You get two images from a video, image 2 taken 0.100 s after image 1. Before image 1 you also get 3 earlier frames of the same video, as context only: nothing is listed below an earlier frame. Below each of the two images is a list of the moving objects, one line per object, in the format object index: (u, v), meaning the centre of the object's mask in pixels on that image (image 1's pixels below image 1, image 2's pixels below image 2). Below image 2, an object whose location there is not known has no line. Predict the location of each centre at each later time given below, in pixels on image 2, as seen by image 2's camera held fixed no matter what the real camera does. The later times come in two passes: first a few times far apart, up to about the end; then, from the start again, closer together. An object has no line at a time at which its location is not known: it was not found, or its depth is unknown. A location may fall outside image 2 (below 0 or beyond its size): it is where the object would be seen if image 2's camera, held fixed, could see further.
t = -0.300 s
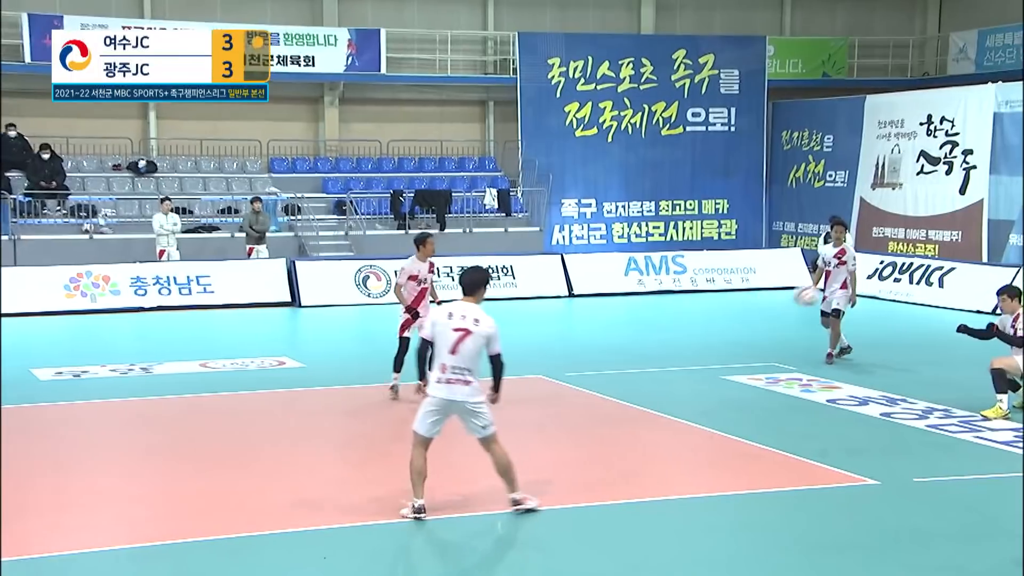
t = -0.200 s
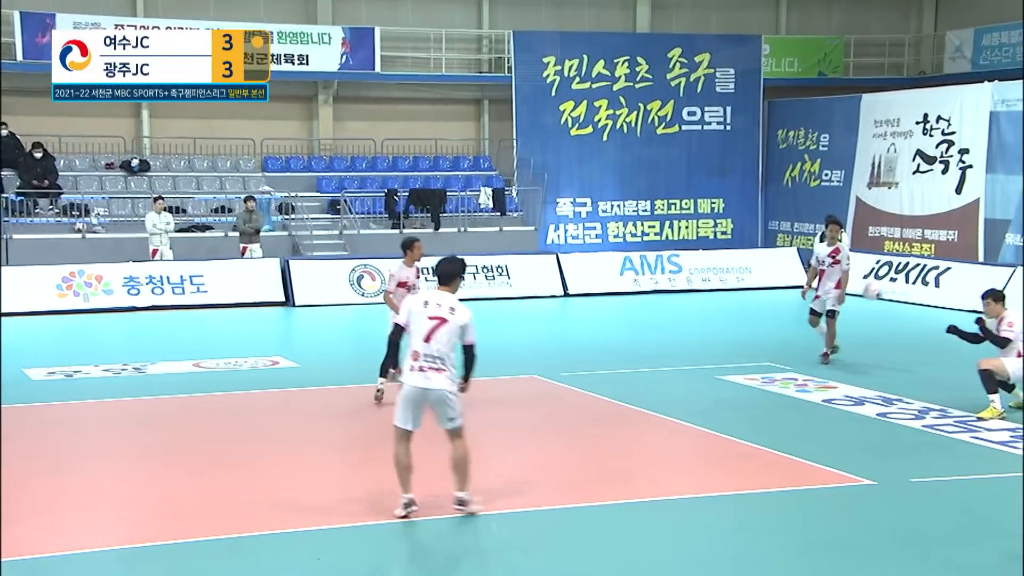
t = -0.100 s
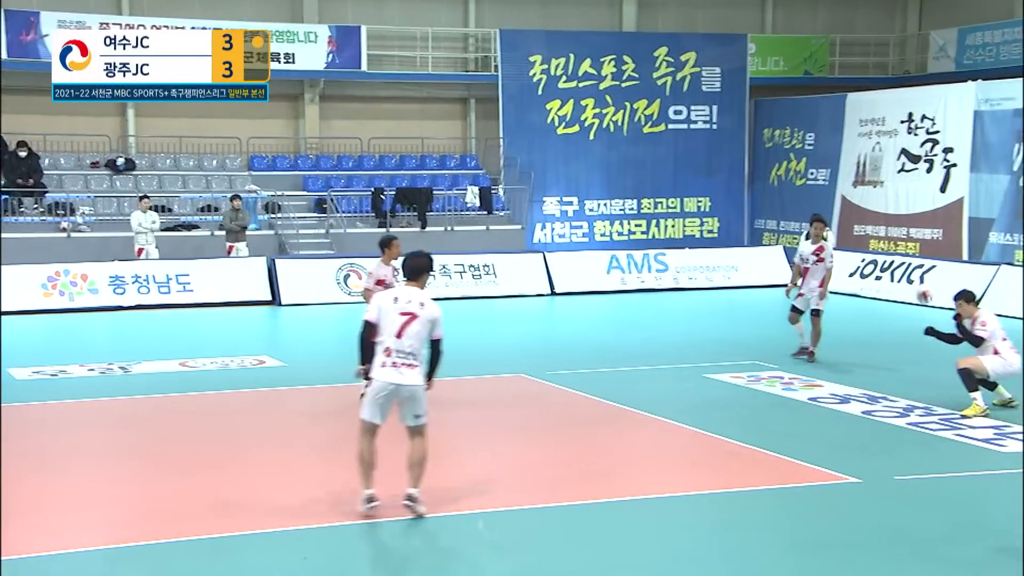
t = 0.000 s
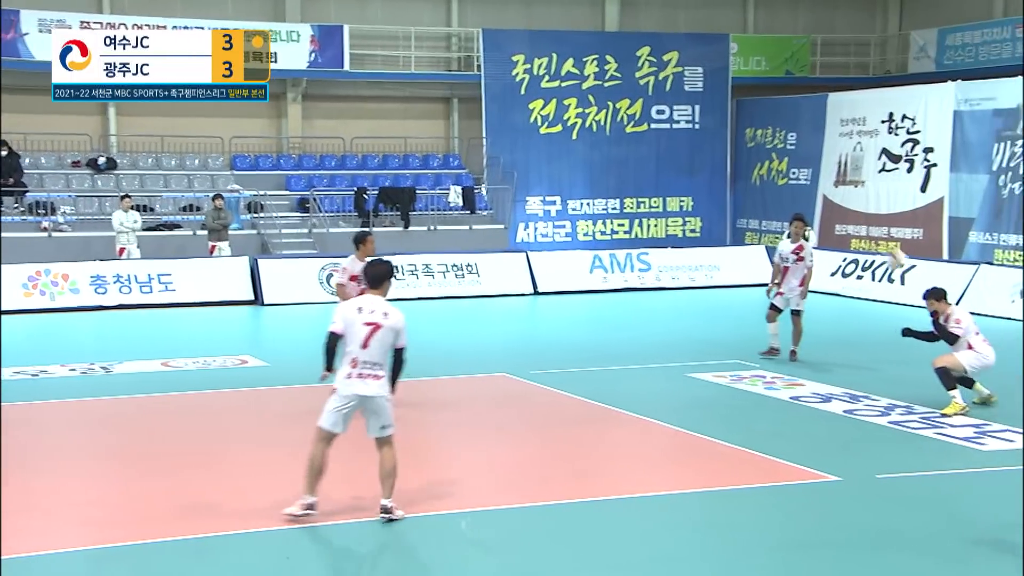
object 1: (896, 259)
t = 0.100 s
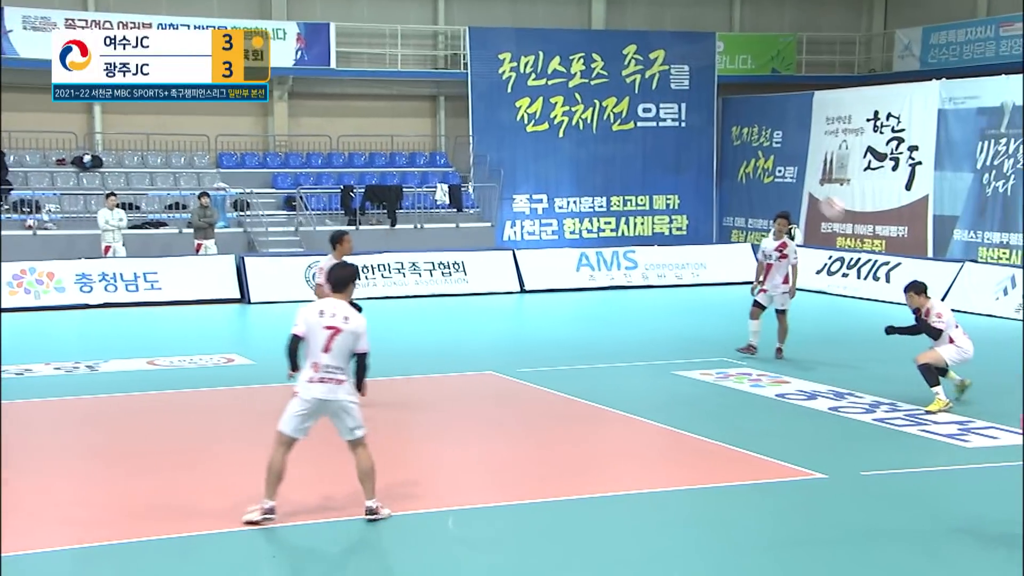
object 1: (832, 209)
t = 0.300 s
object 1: (731, 135)
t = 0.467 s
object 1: (648, 106)
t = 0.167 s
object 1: (798, 178)
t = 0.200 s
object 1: (783, 166)
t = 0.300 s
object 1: (731, 135)
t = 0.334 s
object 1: (715, 127)
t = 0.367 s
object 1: (698, 119)
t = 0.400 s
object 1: (683, 114)
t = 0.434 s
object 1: (666, 109)
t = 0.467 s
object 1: (648, 106)
